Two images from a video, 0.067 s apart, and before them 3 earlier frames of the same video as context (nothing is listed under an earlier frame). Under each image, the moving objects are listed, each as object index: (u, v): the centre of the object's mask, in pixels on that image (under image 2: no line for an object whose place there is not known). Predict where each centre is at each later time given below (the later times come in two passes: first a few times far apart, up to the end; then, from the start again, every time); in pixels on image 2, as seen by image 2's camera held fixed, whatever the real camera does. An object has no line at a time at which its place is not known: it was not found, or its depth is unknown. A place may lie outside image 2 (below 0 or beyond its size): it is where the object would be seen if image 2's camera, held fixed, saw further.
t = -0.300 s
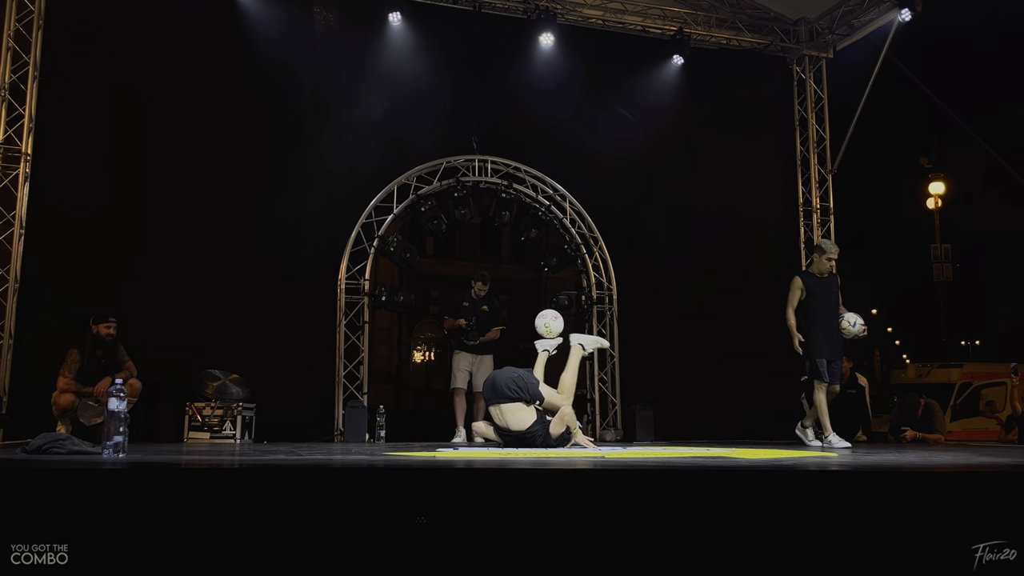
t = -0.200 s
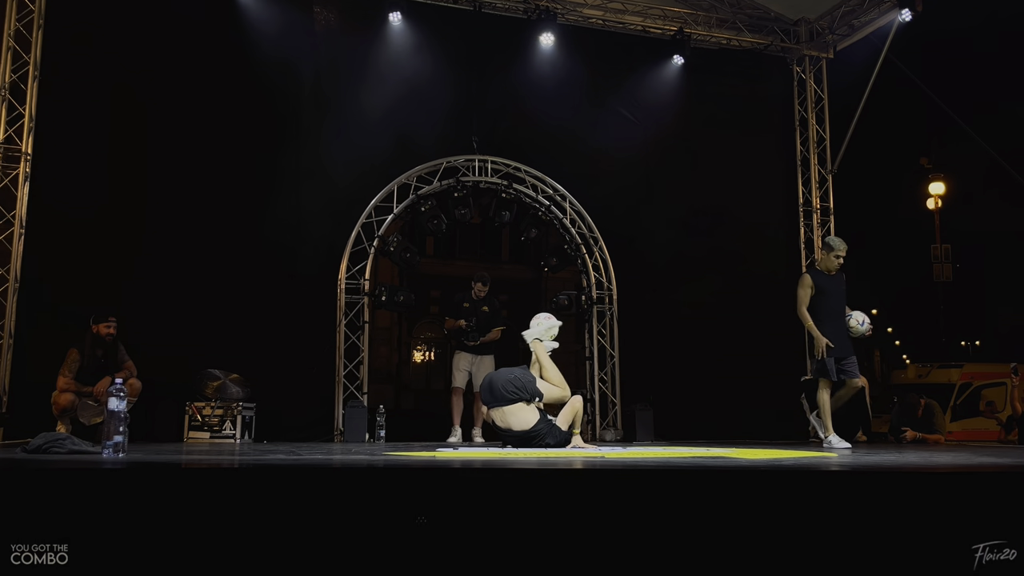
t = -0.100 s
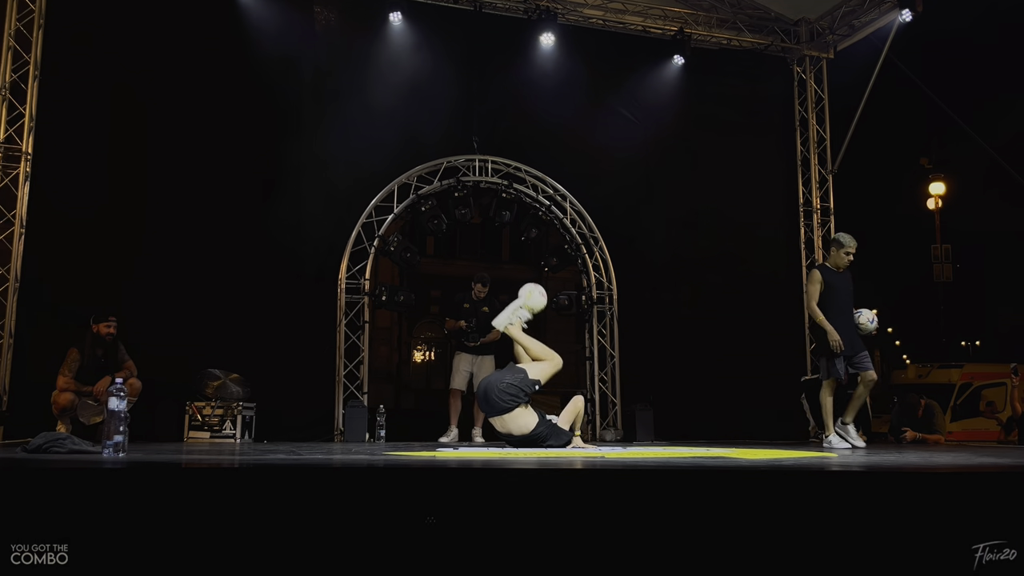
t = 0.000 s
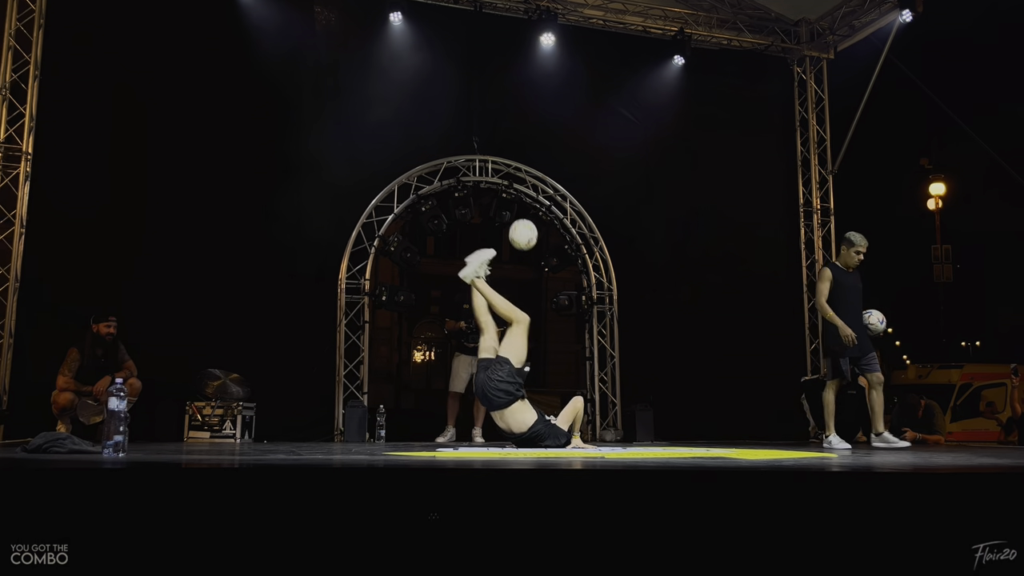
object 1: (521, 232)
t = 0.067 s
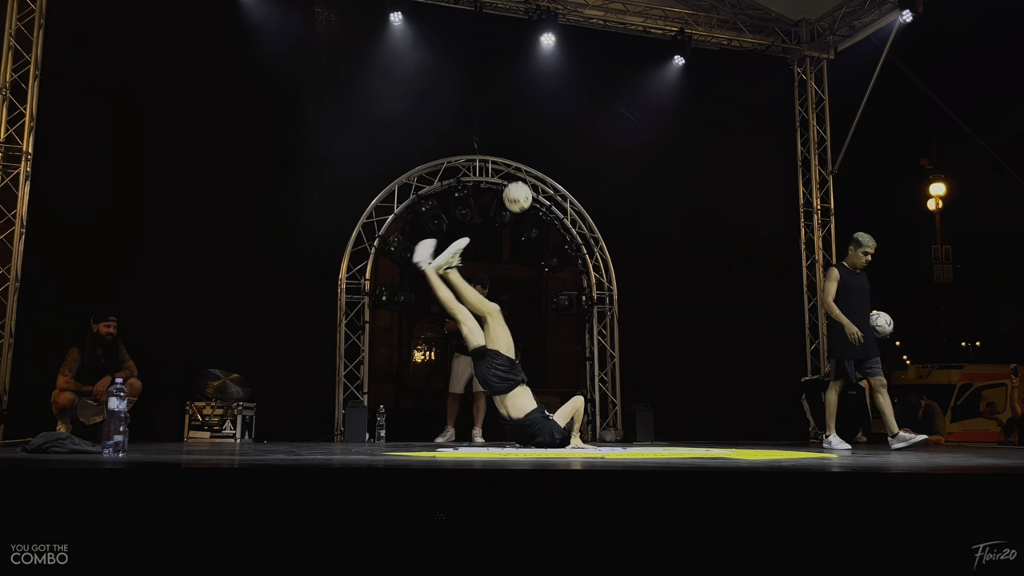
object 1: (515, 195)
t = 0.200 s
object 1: (504, 134)
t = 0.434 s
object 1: (478, 85)
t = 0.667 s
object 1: (455, 102)
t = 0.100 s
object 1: (511, 178)
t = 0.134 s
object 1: (508, 162)
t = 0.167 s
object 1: (506, 146)
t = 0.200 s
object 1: (504, 134)
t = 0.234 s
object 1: (500, 124)
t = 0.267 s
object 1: (497, 114)
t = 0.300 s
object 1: (493, 105)
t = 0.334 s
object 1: (489, 97)
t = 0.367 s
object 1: (485, 91)
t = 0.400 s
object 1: (482, 84)
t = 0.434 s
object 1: (478, 85)
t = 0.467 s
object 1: (476, 80)
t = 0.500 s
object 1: (473, 81)
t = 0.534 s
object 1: (471, 84)
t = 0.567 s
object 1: (467, 85)
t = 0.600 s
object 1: (465, 92)
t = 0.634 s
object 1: (459, 96)
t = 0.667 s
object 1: (455, 102)
